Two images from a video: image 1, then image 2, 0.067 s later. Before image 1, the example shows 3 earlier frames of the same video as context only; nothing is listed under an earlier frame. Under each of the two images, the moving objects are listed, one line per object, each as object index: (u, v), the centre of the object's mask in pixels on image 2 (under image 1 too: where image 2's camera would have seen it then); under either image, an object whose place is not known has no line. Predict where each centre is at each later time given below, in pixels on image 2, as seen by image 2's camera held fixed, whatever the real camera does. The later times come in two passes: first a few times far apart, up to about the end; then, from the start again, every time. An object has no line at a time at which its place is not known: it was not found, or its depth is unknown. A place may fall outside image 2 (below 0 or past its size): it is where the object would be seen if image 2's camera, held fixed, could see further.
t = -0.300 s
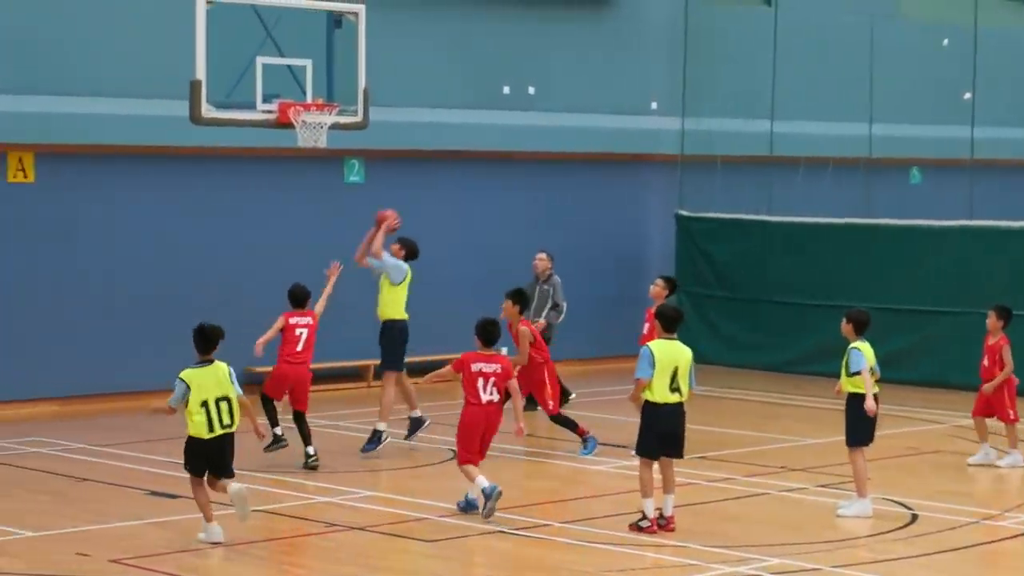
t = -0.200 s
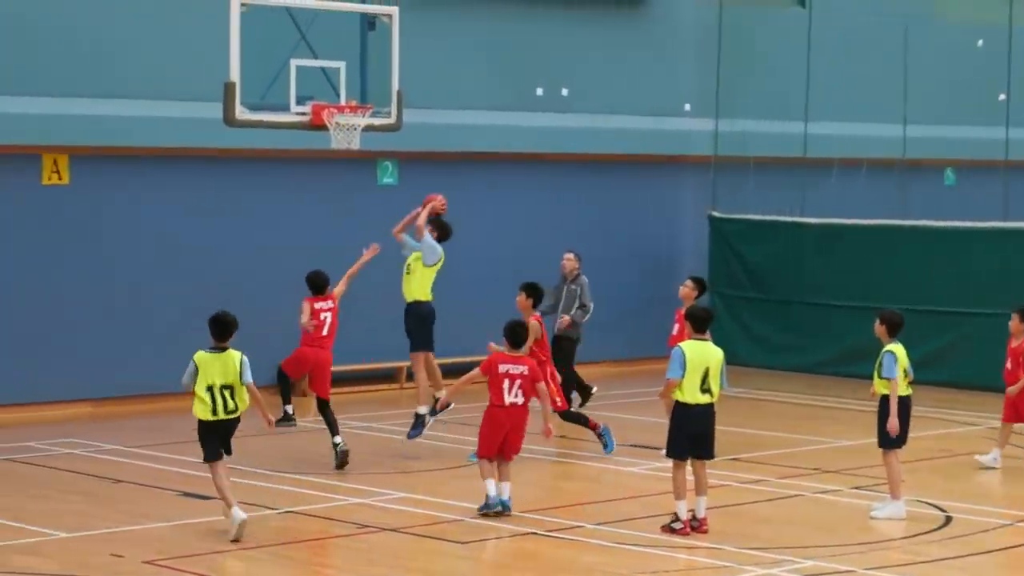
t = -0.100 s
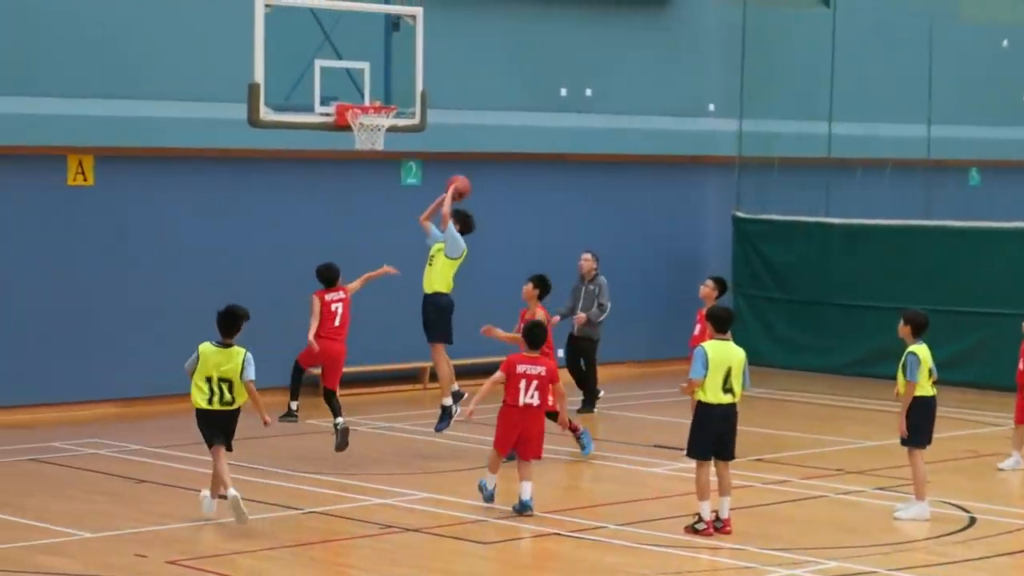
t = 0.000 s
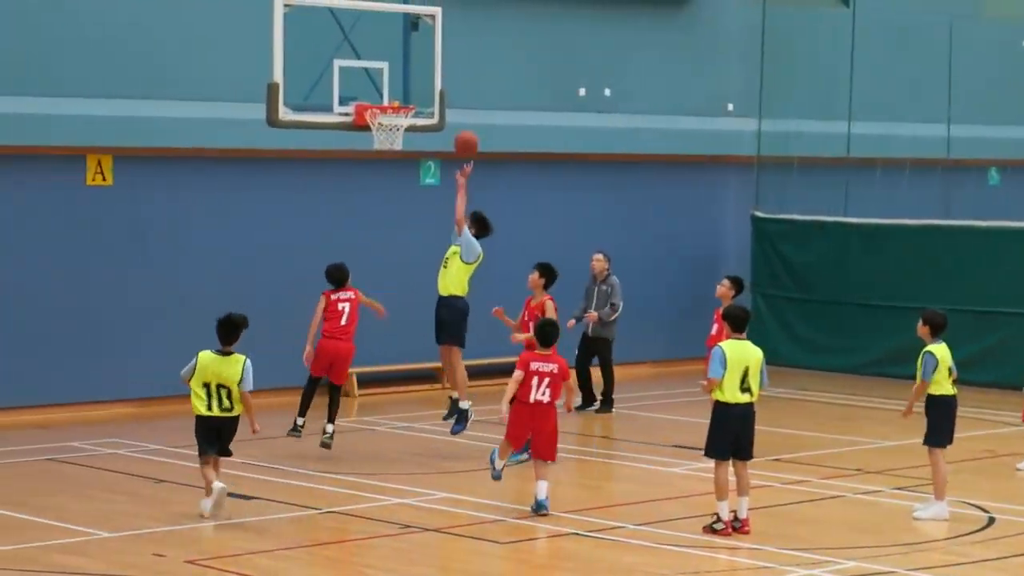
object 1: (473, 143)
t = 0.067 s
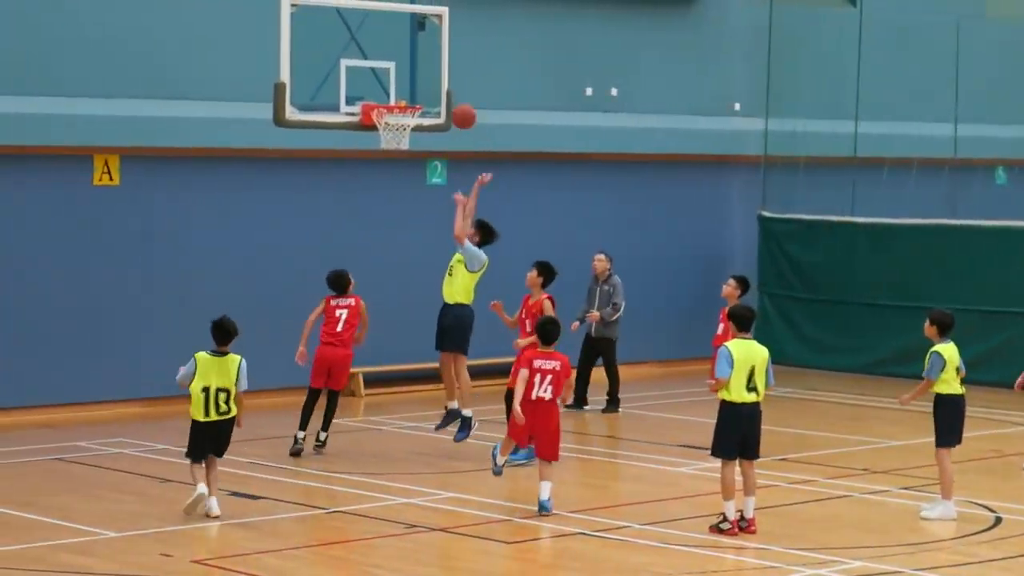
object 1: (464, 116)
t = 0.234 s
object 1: (440, 72)
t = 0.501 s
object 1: (405, 65)
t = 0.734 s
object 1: (394, 85)
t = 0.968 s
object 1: (413, 91)
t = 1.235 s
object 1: (428, 92)
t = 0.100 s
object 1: (460, 105)
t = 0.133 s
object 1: (455, 95)
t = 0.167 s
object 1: (450, 86)
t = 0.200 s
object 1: (446, 79)
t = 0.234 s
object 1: (440, 72)
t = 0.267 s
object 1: (437, 67)
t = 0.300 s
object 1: (432, 63)
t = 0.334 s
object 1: (428, 60)
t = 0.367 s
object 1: (423, 59)
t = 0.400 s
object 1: (419, 58)
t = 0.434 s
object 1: (414, 59)
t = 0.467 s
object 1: (410, 62)
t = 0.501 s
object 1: (405, 65)
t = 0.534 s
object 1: (400, 69)
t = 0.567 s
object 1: (396, 76)
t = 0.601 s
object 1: (391, 82)
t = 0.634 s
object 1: (387, 91)
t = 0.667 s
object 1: (387, 94)
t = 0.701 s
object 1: (391, 89)
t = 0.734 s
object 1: (394, 85)
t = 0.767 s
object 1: (396, 82)
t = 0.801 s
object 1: (399, 81)
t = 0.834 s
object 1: (402, 80)
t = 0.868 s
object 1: (405, 81)
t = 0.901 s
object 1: (408, 83)
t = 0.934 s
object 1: (410, 86)
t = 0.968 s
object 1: (413, 91)
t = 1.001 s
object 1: (416, 93)
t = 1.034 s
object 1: (417, 89)
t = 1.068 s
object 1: (419, 87)
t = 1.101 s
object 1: (421, 85)
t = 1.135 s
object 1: (423, 85)
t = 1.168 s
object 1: (424, 87)
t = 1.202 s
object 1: (427, 89)
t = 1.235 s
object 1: (428, 92)
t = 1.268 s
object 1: (430, 96)
